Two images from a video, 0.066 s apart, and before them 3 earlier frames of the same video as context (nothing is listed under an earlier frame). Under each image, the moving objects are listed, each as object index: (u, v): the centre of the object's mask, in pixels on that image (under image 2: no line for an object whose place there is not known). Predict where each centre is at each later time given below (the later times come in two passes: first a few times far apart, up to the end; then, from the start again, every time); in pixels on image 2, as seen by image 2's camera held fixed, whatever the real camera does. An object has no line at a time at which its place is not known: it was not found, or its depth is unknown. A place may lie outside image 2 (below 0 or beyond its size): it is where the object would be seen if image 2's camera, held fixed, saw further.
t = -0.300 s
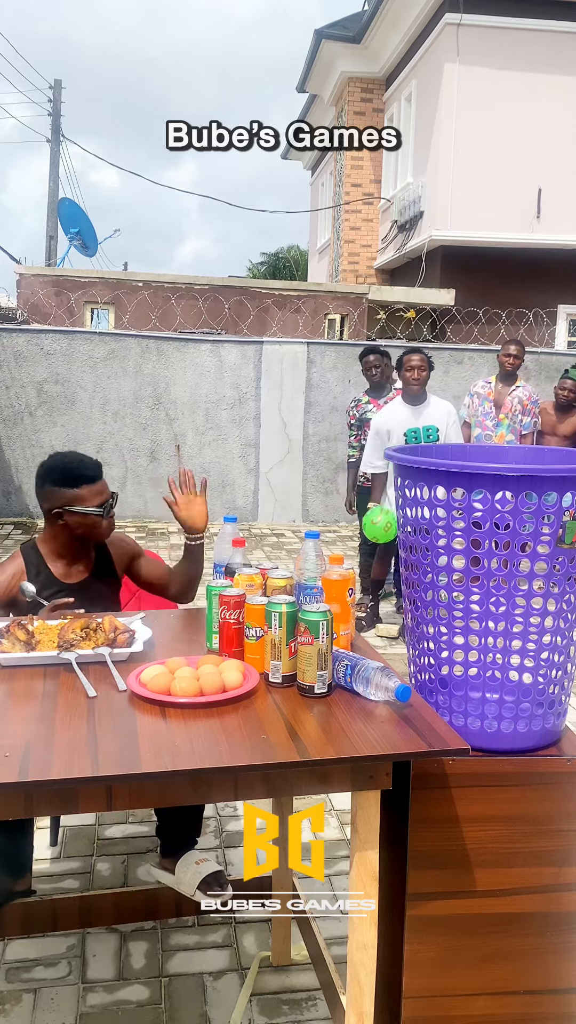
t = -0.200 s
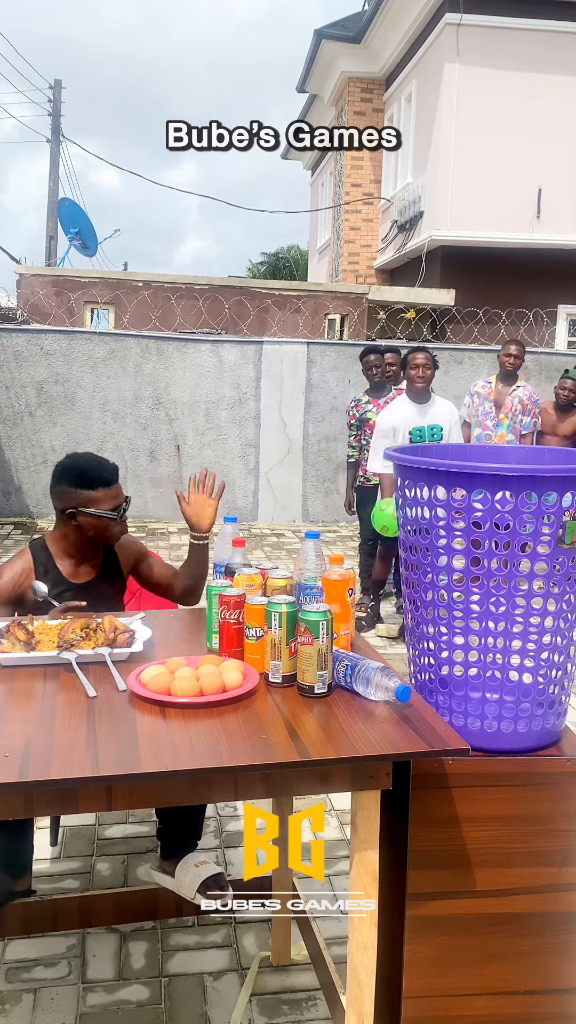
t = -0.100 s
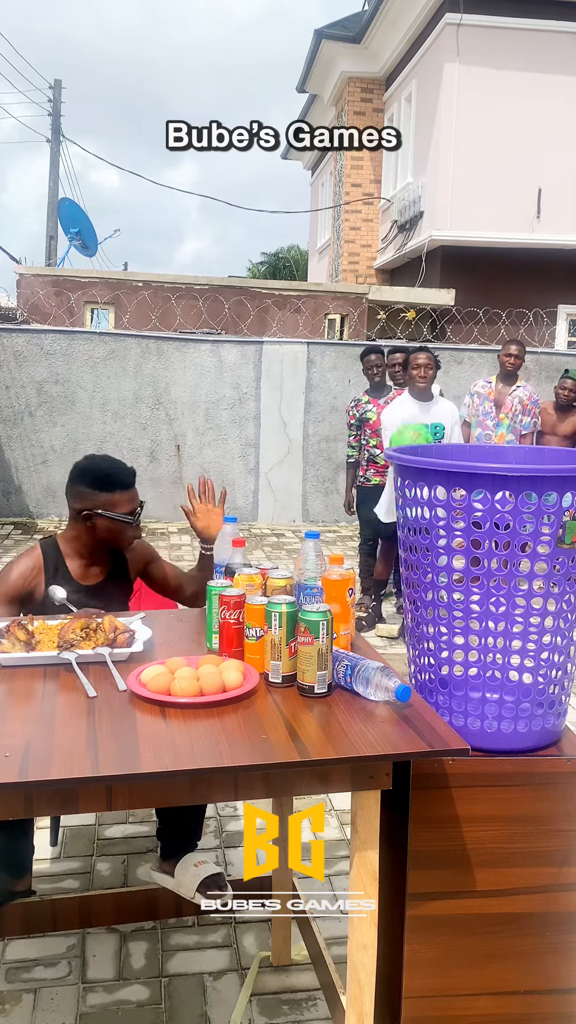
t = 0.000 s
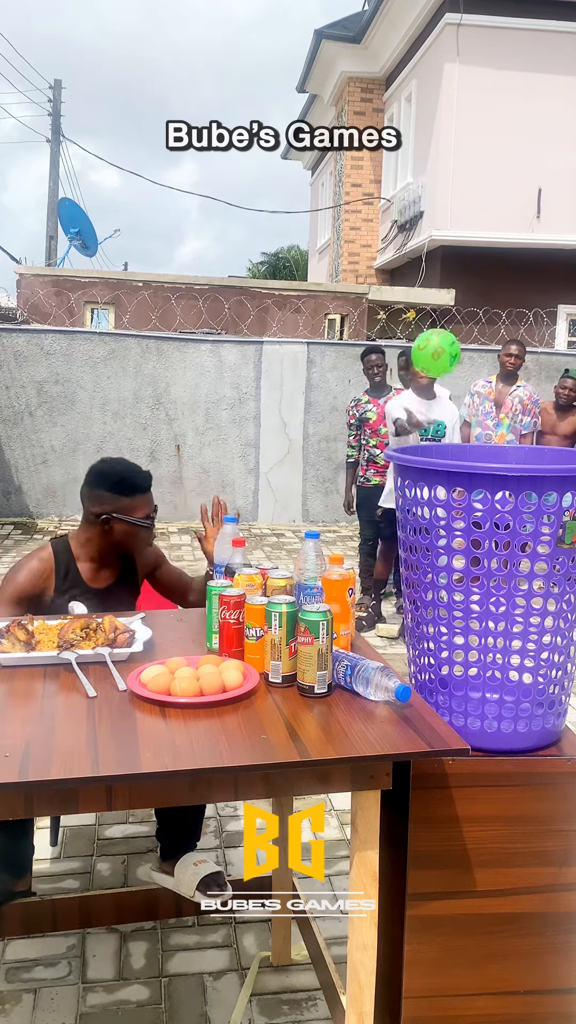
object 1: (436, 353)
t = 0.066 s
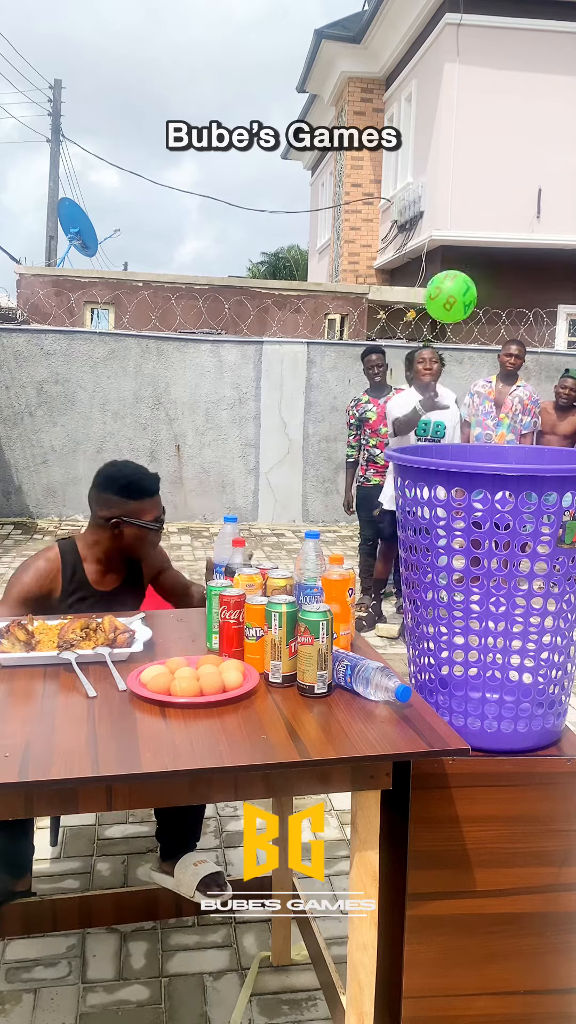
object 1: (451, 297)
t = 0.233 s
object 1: (475, 191)
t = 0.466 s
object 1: (507, 157)
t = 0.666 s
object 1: (532, 275)
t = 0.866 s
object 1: (561, 431)
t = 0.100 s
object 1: (456, 271)
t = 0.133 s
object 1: (461, 248)
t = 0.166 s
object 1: (466, 227)
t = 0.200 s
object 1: (470, 208)
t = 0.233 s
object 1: (475, 191)
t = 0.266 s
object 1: (479, 177)
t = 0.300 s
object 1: (483, 166)
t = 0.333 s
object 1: (488, 157)
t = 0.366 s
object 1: (493, 152)
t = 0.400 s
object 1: (498, 150)
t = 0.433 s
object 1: (502, 152)
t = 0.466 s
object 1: (507, 157)
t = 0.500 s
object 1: (511, 166)
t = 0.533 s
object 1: (516, 178)
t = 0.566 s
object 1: (520, 195)
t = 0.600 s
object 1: (524, 217)
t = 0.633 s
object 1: (529, 244)
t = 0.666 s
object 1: (532, 275)
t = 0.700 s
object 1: (535, 312)
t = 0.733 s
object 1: (537, 354)
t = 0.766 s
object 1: (538, 402)
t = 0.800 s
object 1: (543, 420)
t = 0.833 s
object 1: (551, 424)
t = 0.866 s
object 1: (561, 431)
